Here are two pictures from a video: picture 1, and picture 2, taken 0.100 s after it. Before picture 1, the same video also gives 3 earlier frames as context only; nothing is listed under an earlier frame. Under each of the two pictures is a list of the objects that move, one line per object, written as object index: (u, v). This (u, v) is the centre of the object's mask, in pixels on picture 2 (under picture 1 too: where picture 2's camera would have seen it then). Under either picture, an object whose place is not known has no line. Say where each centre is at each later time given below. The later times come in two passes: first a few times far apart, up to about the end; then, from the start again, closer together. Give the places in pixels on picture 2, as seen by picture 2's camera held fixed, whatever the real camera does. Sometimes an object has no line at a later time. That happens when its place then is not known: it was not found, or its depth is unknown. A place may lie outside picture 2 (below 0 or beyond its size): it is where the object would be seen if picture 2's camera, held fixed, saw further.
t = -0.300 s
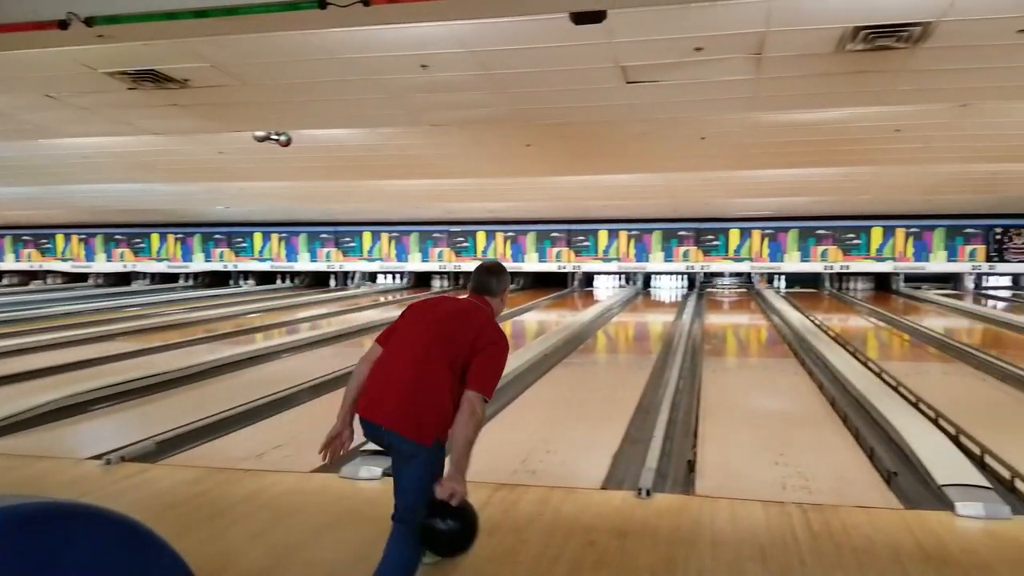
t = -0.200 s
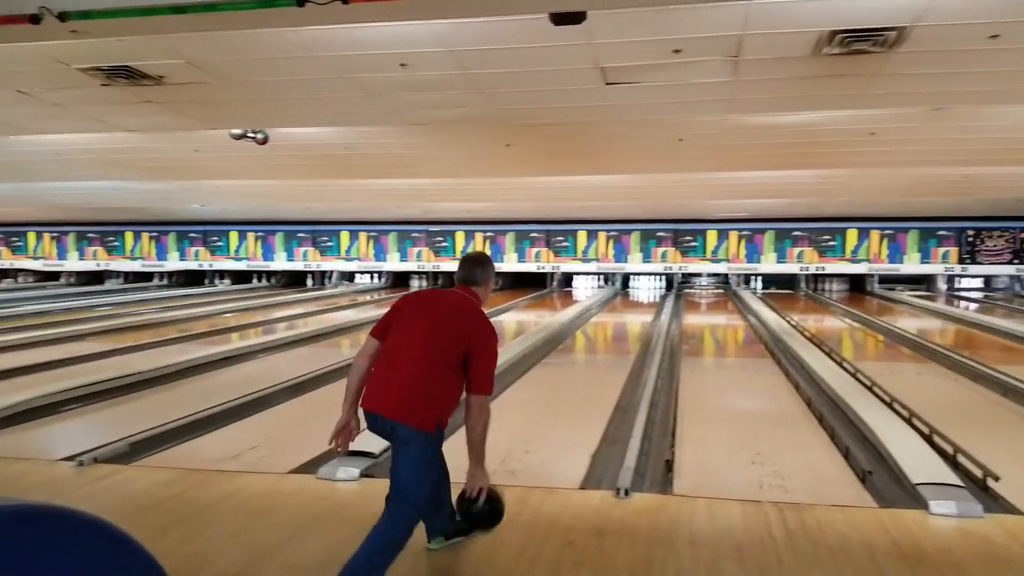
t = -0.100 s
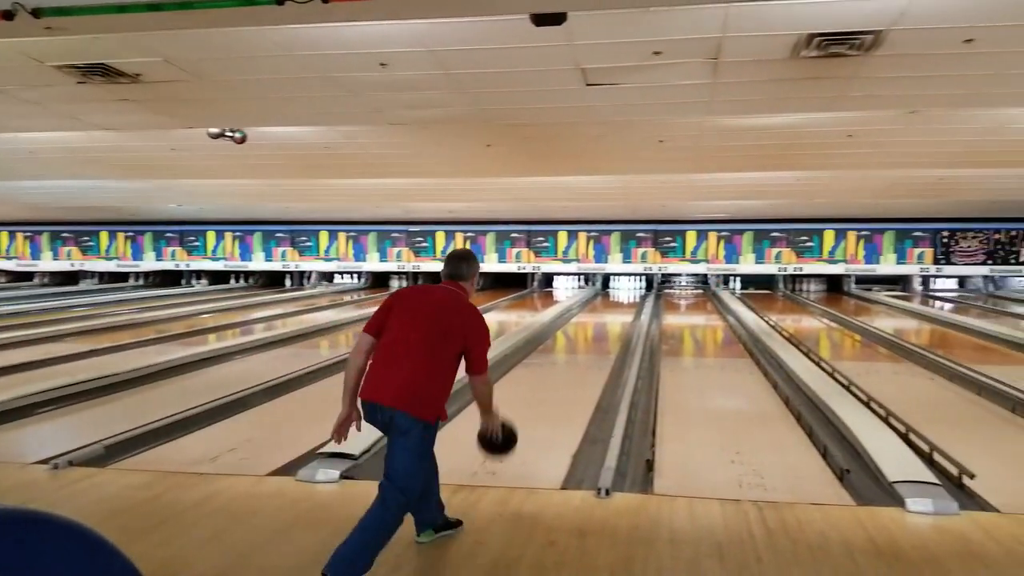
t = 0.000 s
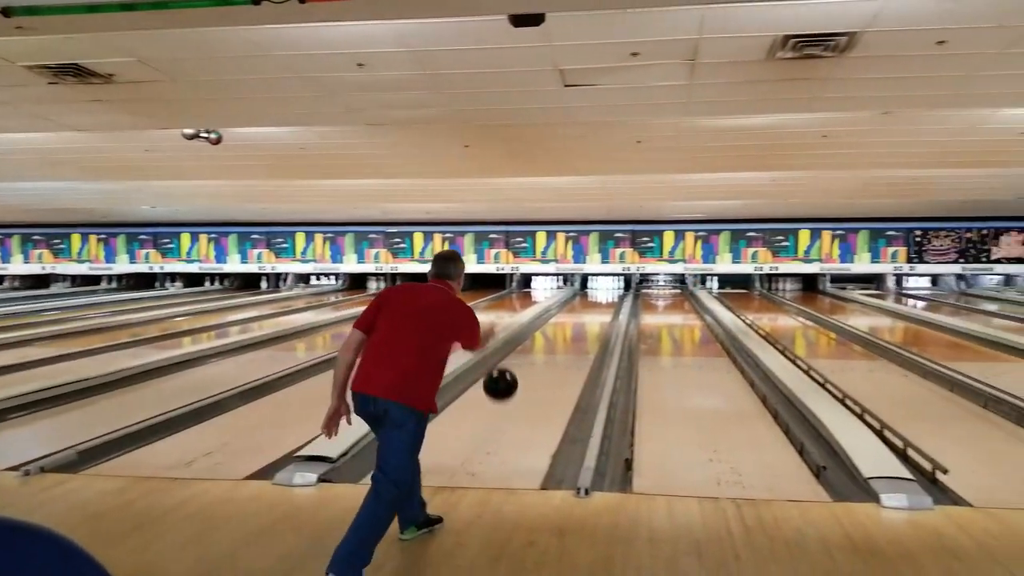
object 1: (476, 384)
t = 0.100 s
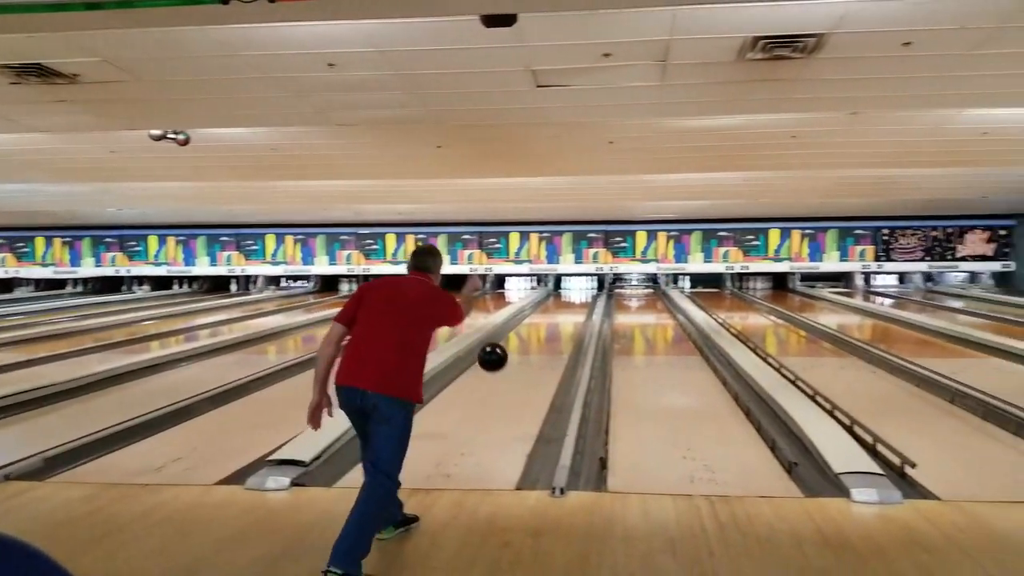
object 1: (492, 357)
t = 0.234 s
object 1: (510, 347)
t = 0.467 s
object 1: (531, 365)
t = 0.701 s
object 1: (545, 345)
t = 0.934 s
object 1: (554, 330)
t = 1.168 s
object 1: (559, 318)
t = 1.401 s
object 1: (565, 310)
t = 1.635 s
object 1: (569, 303)
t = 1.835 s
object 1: (573, 299)
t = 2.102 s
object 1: (576, 293)
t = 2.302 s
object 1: (578, 290)
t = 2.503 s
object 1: (580, 287)
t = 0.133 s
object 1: (497, 352)
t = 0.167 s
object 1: (501, 349)
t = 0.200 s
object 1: (506, 347)
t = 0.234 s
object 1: (510, 347)
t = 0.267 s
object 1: (513, 348)
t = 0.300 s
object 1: (517, 351)
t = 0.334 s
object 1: (520, 354)
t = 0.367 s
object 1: (523, 358)
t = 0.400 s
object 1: (526, 363)
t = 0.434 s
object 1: (528, 369)
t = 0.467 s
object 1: (531, 365)
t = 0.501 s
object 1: (533, 360)
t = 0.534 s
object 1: (535, 357)
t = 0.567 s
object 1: (537, 355)
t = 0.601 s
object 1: (539, 352)
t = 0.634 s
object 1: (541, 350)
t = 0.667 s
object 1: (543, 348)
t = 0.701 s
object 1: (545, 345)
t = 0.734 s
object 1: (546, 343)
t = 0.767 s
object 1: (548, 340)
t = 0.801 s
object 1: (549, 338)
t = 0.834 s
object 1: (550, 336)
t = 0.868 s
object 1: (552, 334)
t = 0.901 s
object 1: (553, 332)
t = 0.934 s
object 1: (554, 330)
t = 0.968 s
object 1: (555, 328)
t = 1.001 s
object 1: (555, 326)
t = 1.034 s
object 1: (556, 324)
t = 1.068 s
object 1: (557, 323)
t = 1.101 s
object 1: (558, 321)
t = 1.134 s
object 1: (559, 320)
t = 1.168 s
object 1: (559, 318)
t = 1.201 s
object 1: (560, 317)
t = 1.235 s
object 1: (562, 315)
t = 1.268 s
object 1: (563, 314)
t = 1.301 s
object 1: (563, 313)
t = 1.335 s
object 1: (564, 312)
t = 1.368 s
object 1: (565, 311)
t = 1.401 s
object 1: (565, 310)
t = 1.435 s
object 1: (566, 309)
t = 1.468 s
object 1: (567, 308)
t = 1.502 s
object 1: (567, 307)
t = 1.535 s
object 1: (568, 306)
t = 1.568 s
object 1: (568, 305)
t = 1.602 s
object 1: (569, 304)
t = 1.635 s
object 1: (569, 303)
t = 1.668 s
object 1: (570, 303)
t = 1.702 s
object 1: (570, 302)
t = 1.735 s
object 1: (571, 301)
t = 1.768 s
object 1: (572, 300)
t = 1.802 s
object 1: (572, 299)
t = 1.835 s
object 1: (573, 299)
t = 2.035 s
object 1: (576, 294)
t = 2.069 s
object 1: (576, 294)
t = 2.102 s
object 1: (576, 293)
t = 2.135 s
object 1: (577, 292)
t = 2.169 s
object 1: (577, 292)
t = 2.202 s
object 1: (577, 291)
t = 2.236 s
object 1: (578, 291)
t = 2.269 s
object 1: (578, 290)
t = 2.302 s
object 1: (578, 290)
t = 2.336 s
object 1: (579, 290)
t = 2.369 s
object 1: (579, 289)
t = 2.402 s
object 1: (579, 289)
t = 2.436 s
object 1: (580, 288)
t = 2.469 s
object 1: (580, 288)
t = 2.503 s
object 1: (580, 287)
